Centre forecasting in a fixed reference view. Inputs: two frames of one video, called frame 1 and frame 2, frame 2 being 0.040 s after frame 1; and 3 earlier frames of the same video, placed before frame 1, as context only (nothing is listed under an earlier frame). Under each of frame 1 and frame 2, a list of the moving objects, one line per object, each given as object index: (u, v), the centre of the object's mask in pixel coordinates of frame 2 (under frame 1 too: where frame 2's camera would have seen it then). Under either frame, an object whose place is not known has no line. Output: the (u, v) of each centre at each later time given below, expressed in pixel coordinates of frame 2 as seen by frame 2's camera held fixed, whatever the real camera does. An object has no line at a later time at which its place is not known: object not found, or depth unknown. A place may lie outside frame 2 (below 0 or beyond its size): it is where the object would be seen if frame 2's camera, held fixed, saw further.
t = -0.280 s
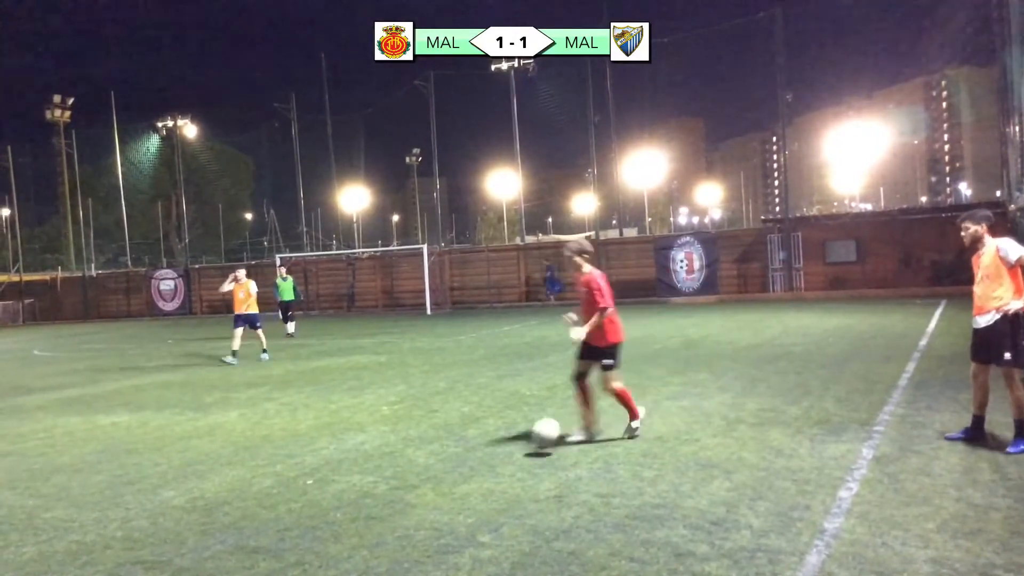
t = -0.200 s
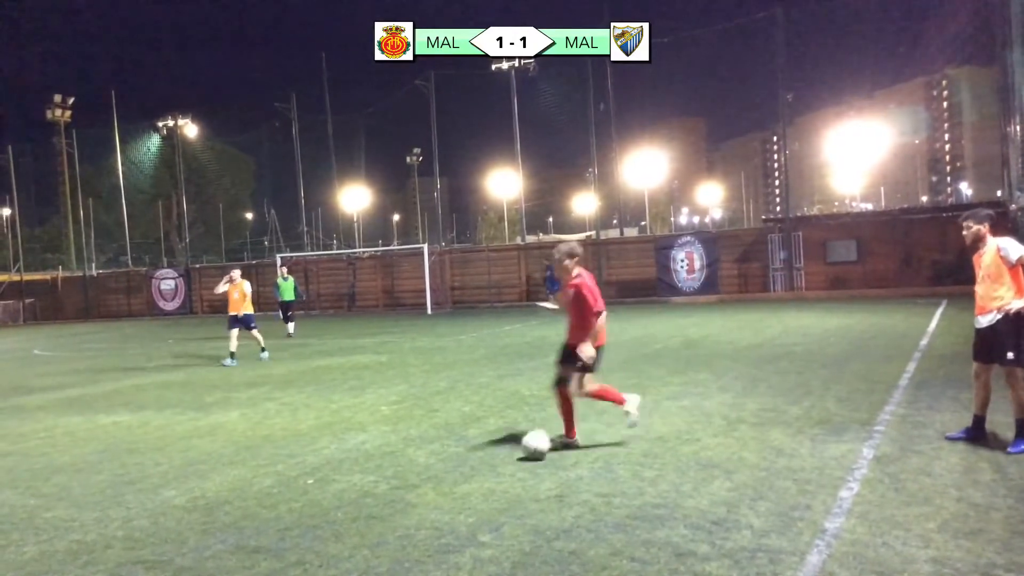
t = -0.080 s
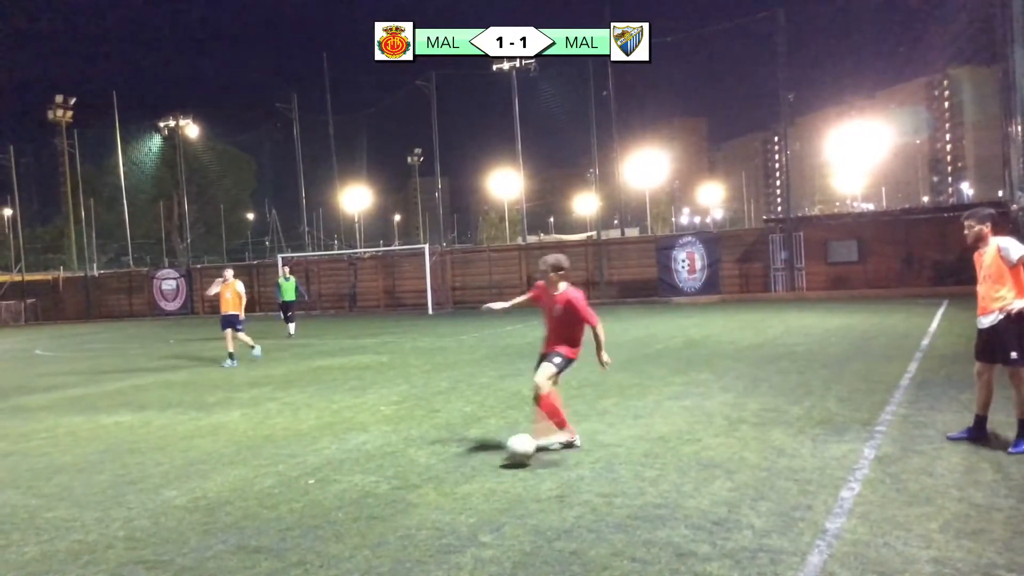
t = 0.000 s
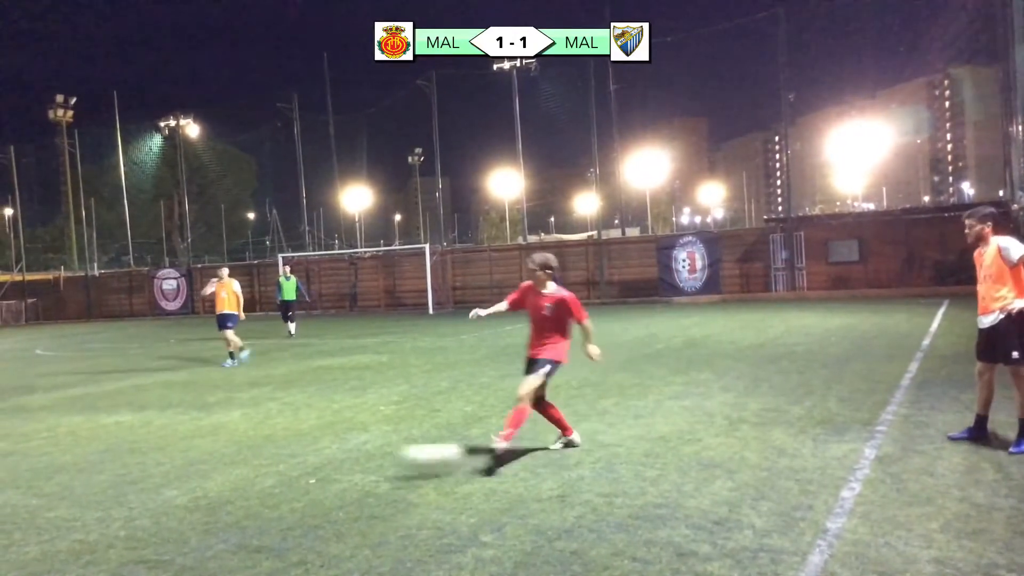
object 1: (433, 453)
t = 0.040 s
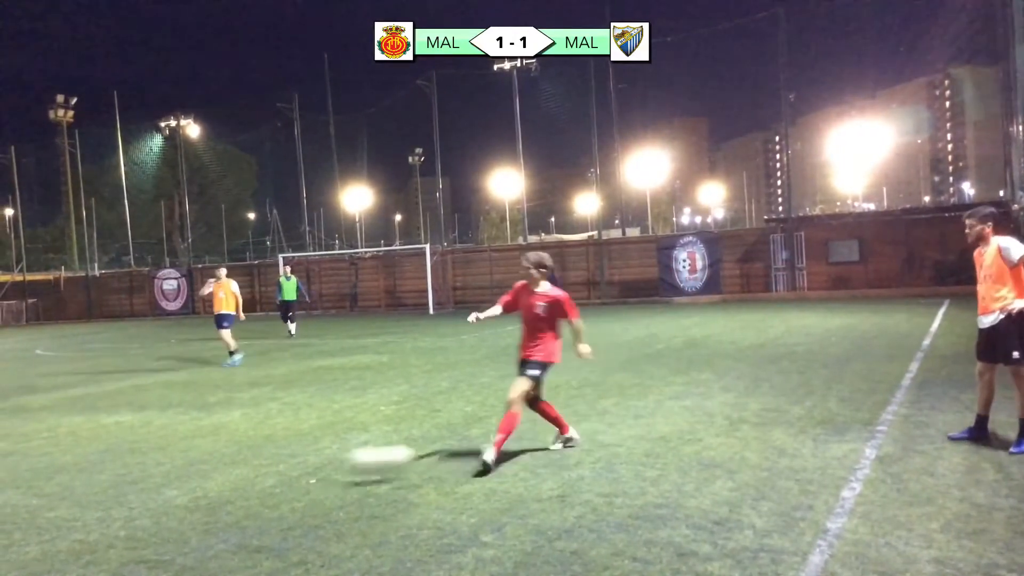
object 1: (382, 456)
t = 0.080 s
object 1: (327, 461)
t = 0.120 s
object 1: (272, 469)
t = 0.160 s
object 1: (213, 480)
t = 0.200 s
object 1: (158, 489)
